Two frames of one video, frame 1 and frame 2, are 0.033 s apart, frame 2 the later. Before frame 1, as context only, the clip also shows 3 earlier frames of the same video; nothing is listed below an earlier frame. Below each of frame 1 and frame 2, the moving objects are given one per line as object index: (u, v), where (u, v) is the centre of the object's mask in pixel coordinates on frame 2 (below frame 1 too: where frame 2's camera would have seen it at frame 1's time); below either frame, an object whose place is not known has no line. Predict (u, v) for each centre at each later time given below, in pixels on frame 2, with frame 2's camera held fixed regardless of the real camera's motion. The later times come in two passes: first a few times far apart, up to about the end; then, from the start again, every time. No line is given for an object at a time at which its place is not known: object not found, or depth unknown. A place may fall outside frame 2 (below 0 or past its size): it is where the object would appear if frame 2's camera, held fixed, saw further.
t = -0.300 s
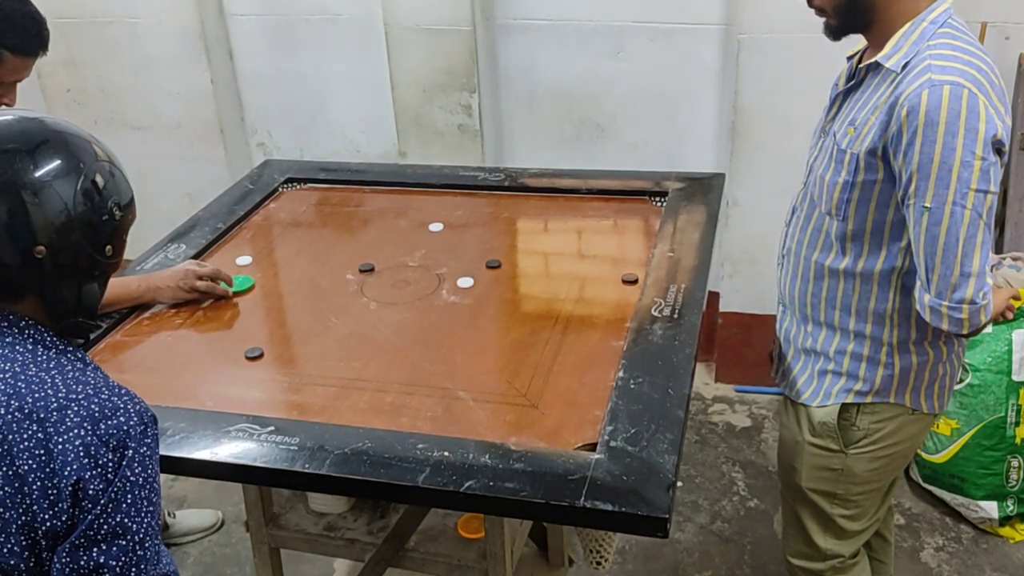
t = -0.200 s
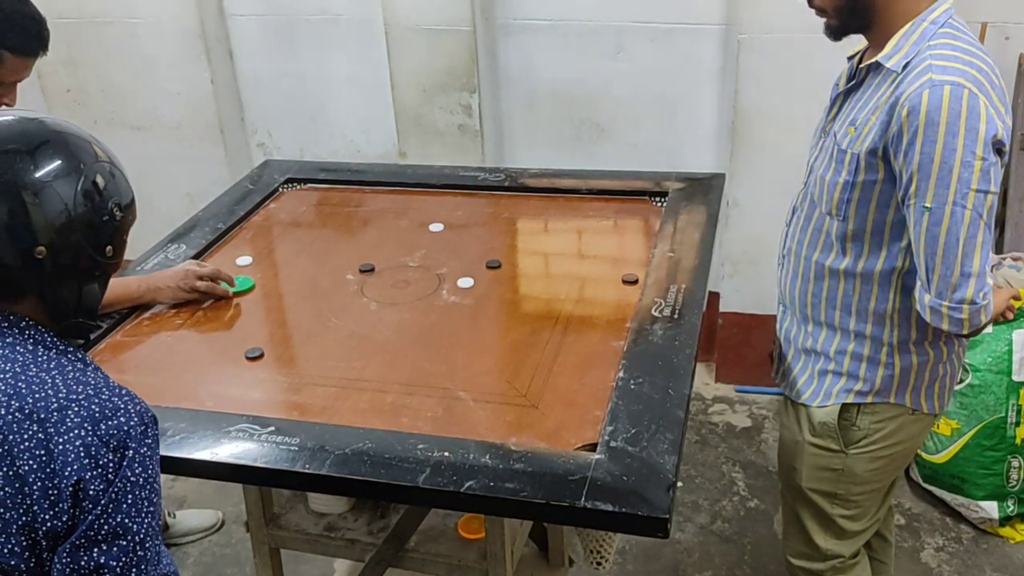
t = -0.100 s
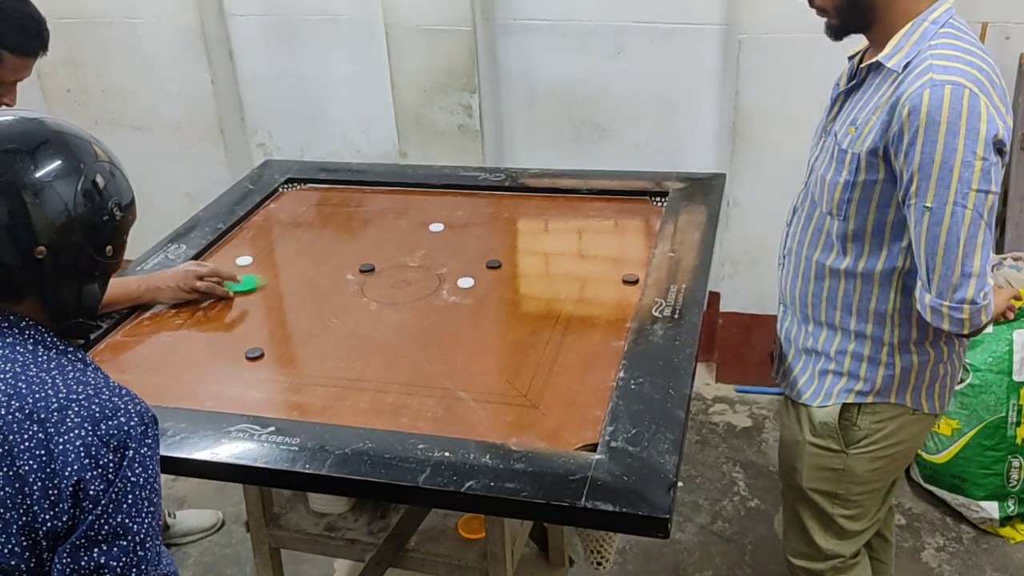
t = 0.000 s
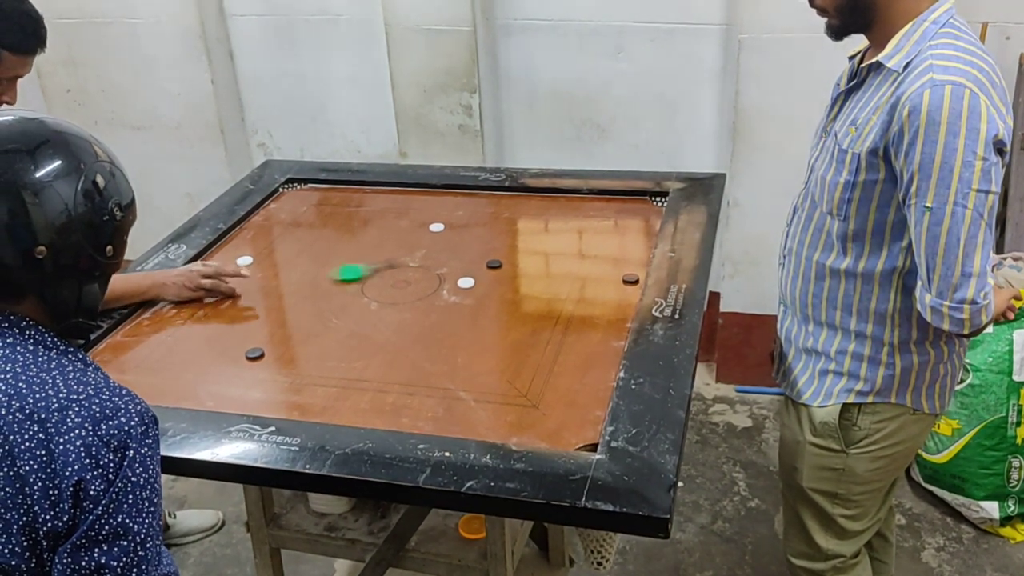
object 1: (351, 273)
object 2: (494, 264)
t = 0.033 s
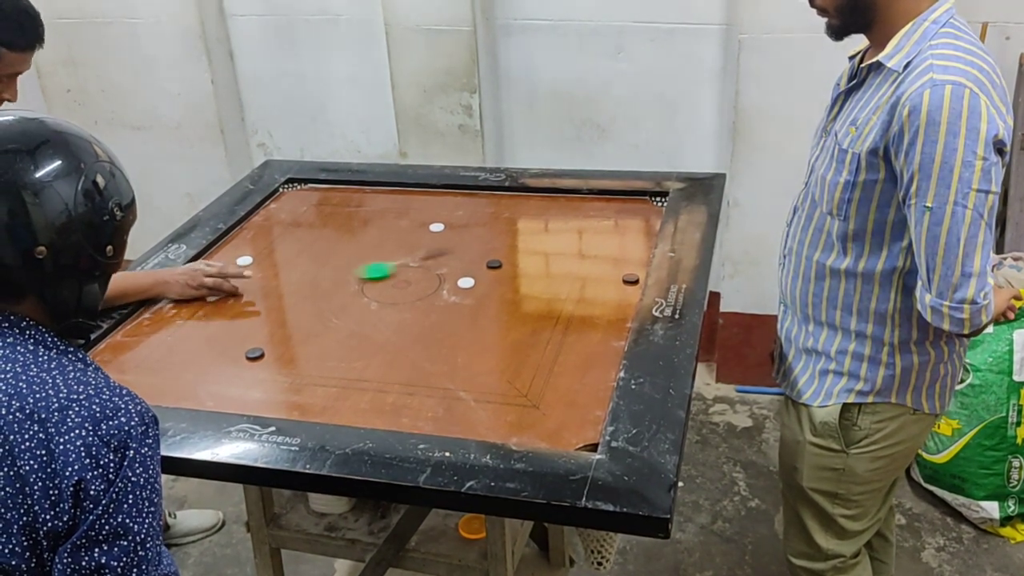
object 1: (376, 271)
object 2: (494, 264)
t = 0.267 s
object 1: (516, 262)
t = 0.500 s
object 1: (606, 256)
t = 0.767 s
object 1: (601, 248)
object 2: (449, 214)
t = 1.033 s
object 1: (563, 242)
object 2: (447, 206)
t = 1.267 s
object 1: (548, 240)
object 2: (447, 206)
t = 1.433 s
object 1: (547, 240)
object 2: (447, 206)
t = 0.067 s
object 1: (401, 269)
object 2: (493, 264)
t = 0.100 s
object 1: (424, 268)
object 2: (494, 264)
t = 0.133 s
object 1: (446, 266)
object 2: (494, 264)
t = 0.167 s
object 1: (469, 265)
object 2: (494, 264)
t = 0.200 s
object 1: (486, 264)
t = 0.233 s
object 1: (500, 262)
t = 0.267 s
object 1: (516, 262)
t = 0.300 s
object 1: (530, 261)
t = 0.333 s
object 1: (543, 260)
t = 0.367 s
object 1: (557, 259)
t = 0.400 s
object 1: (570, 258)
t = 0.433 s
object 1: (582, 257)
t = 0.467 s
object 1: (594, 257)
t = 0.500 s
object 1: (606, 256)
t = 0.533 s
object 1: (617, 255)
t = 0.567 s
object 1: (627, 254)
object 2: (459, 228)
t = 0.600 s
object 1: (636, 254)
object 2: (451, 225)
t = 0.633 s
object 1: (630, 252)
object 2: (451, 223)
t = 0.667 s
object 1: (621, 251)
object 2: (450, 220)
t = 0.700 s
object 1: (614, 250)
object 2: (450, 218)
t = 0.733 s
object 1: (607, 249)
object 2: (450, 216)
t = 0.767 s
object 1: (601, 248)
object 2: (449, 214)
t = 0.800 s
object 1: (595, 246)
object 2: (449, 213)
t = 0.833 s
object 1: (589, 246)
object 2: (449, 211)
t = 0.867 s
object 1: (584, 245)
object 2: (448, 210)
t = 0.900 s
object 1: (579, 244)
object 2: (448, 209)
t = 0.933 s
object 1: (575, 244)
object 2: (448, 208)
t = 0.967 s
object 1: (571, 243)
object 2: (448, 207)
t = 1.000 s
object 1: (567, 242)
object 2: (447, 207)
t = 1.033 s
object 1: (563, 242)
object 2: (447, 206)
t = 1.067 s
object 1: (560, 241)
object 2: (447, 206)
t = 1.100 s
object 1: (558, 241)
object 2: (447, 206)
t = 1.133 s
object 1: (555, 241)
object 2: (447, 206)
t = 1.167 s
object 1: (553, 241)
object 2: (447, 206)
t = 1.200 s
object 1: (551, 241)
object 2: (447, 206)
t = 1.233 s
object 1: (550, 240)
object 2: (447, 206)
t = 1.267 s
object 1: (548, 240)
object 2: (447, 206)
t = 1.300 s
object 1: (548, 240)
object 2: (447, 206)
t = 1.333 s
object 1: (547, 240)
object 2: (447, 206)
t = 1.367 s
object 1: (547, 240)
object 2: (447, 206)
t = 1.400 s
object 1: (547, 240)
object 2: (447, 206)
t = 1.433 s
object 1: (547, 240)
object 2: (447, 206)
